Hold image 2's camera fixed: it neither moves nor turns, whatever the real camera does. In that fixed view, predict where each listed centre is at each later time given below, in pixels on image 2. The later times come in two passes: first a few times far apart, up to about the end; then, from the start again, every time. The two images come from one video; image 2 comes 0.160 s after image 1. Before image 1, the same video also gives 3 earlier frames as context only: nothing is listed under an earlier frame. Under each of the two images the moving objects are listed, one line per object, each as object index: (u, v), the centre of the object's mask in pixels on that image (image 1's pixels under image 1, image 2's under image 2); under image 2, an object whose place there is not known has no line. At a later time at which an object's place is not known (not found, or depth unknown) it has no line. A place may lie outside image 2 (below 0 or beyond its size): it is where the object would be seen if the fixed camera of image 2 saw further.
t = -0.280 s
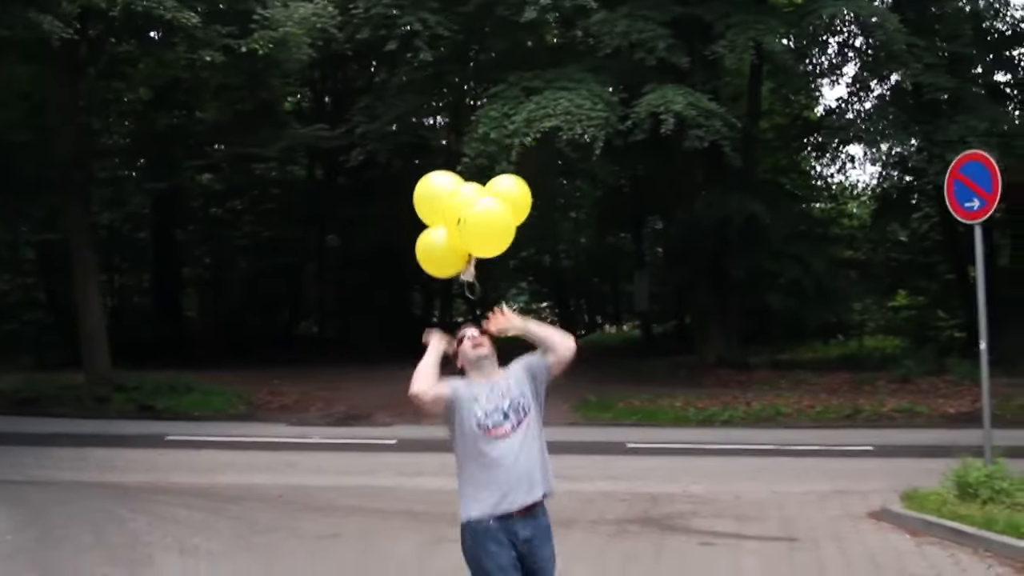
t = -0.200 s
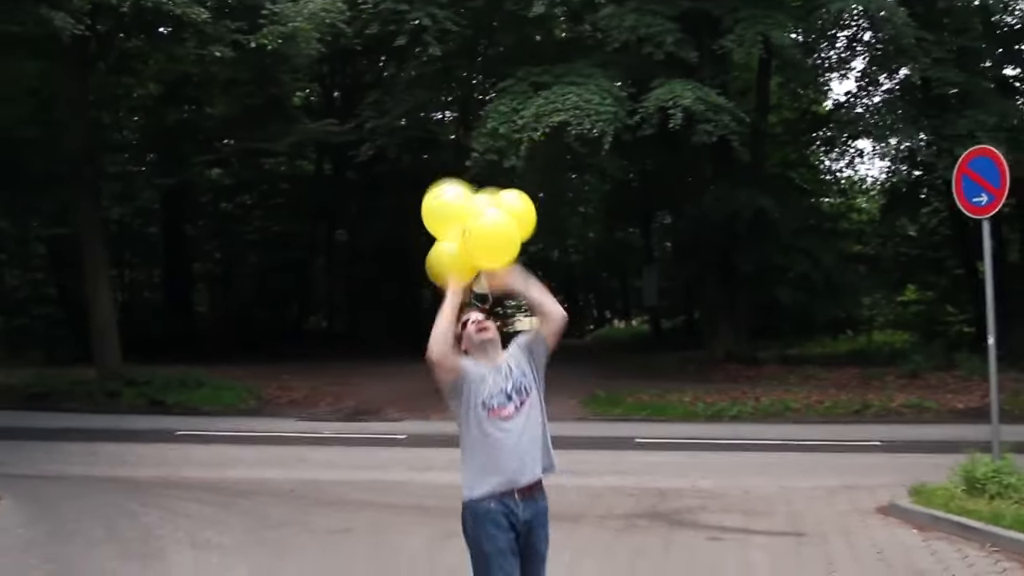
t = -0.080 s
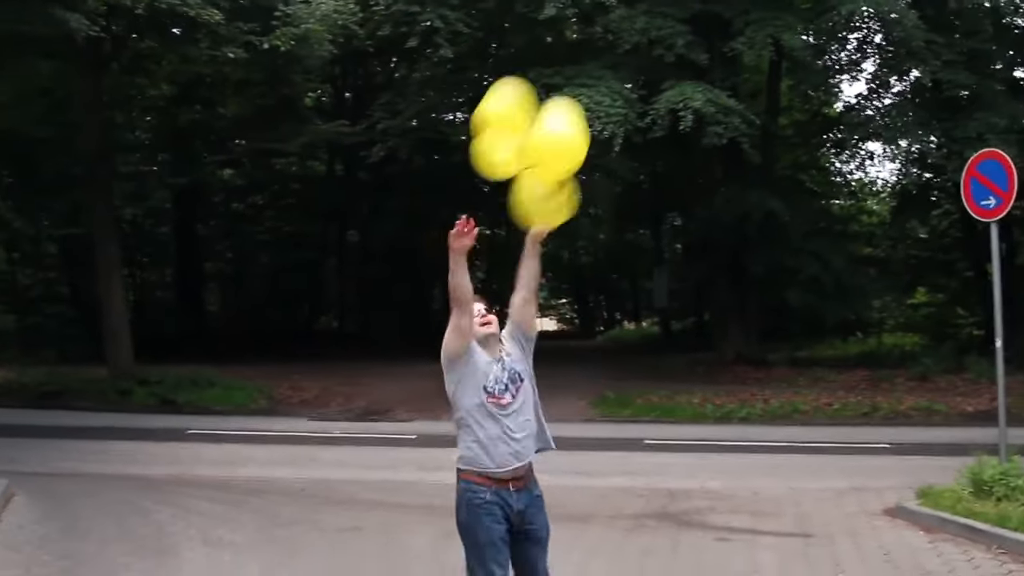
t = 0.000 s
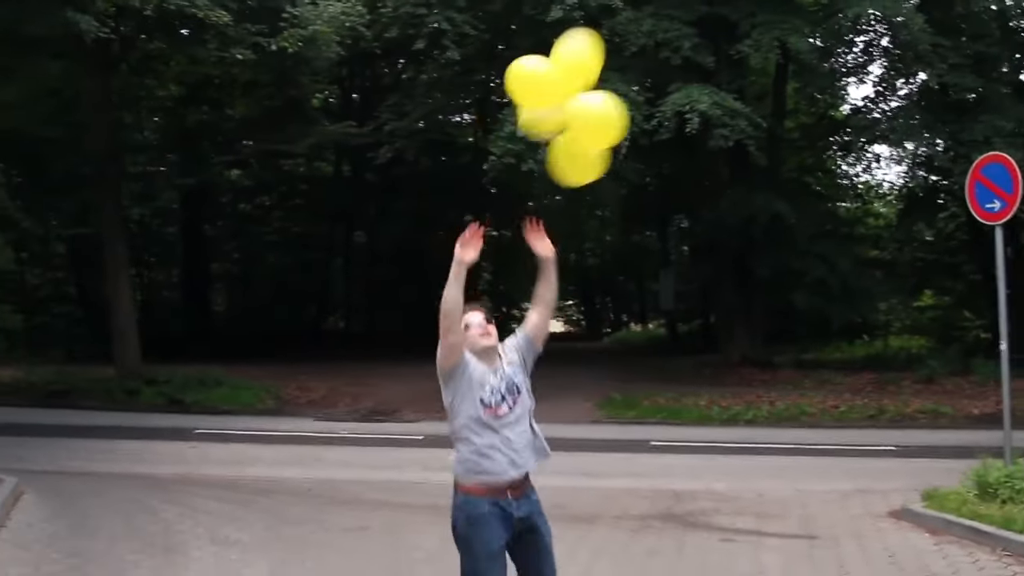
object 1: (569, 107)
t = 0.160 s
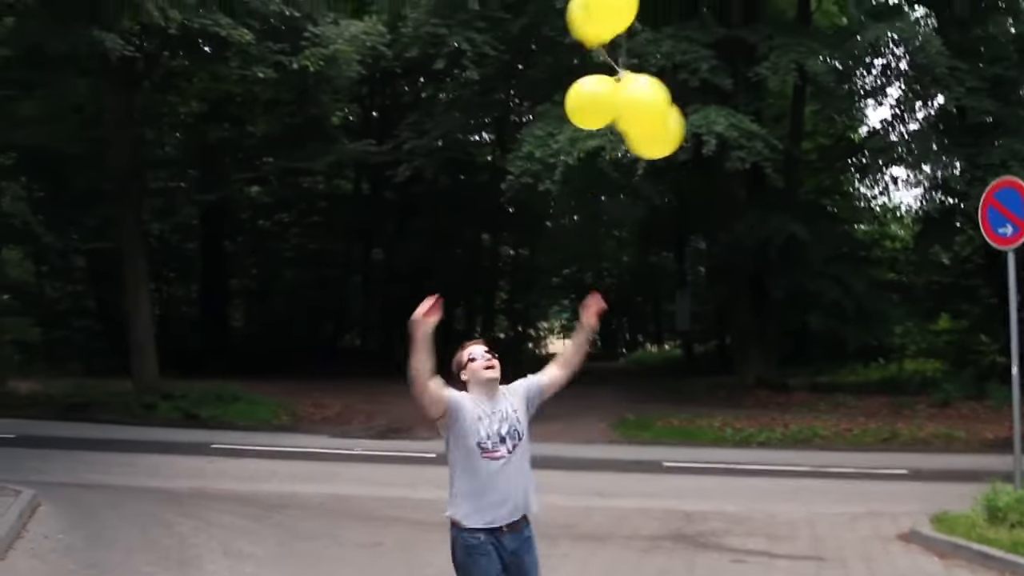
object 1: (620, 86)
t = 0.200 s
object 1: (632, 83)
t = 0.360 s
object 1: (658, 50)
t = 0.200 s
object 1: (632, 83)
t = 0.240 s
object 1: (640, 75)
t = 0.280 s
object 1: (646, 65)
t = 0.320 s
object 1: (652, 56)
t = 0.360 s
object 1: (658, 50)
